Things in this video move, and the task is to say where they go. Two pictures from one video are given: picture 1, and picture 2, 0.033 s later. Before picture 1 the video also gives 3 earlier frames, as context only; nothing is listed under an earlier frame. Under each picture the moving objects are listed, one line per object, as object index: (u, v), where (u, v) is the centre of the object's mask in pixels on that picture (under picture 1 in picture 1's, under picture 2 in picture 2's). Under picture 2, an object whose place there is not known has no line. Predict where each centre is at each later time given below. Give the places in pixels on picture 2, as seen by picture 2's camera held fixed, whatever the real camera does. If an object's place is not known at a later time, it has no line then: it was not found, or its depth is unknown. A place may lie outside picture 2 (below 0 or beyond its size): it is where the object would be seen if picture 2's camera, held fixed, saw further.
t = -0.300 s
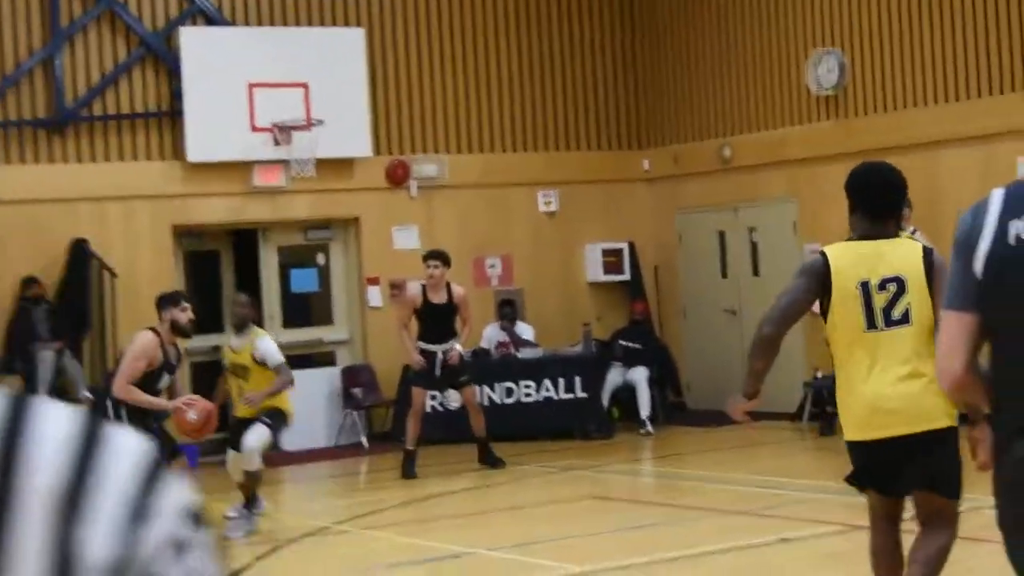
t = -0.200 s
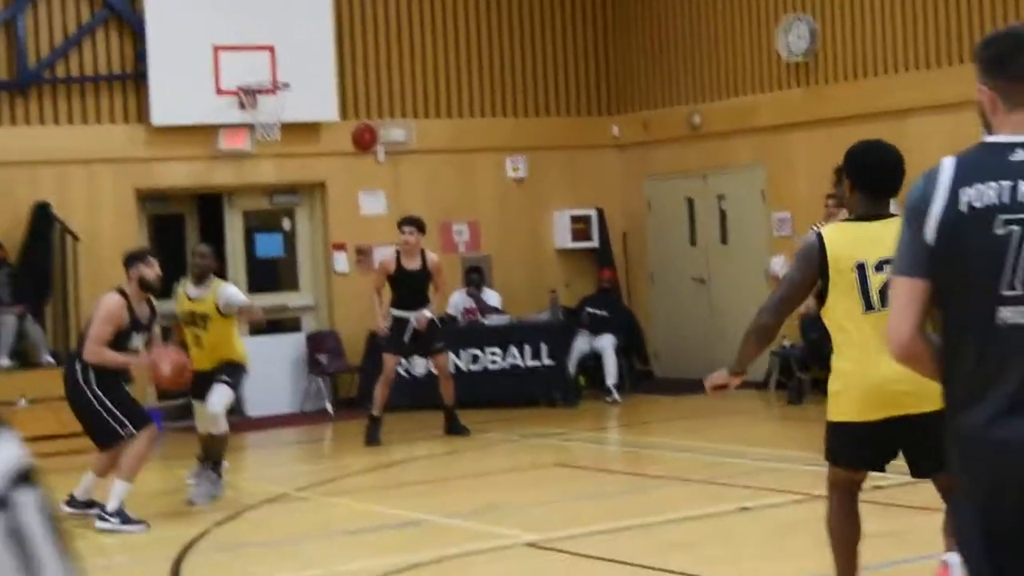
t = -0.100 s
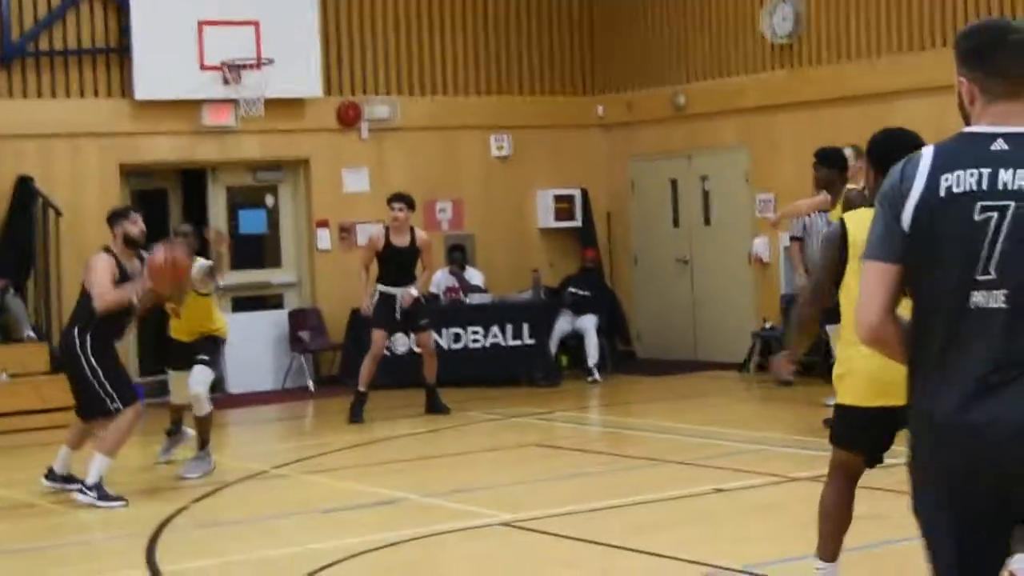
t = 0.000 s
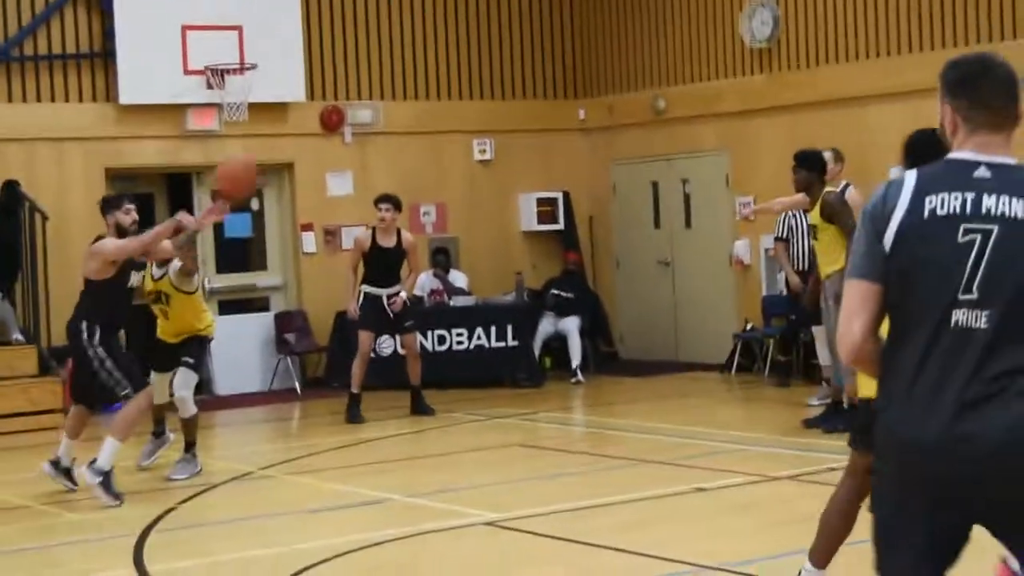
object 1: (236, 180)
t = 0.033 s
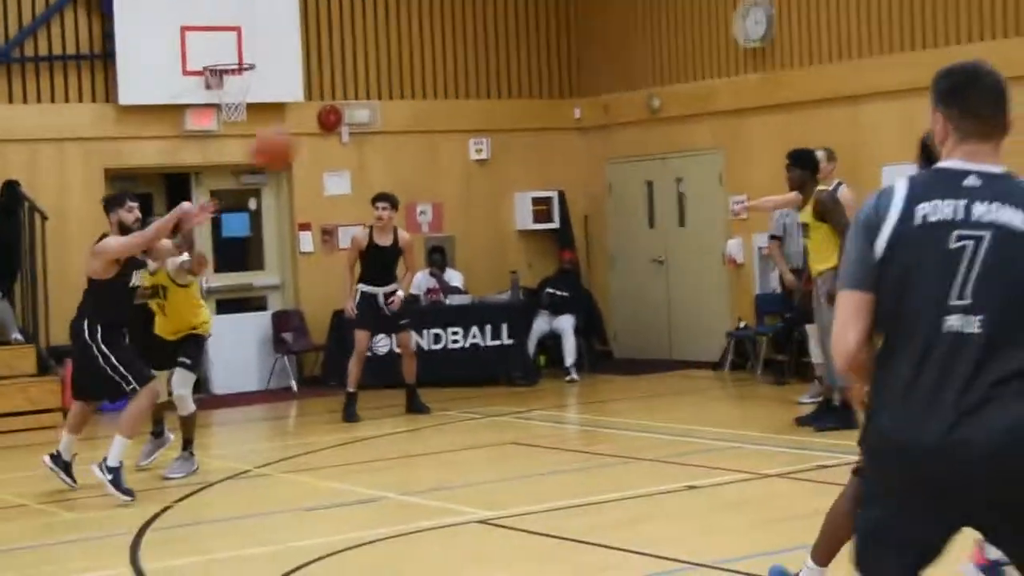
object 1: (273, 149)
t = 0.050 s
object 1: (291, 134)
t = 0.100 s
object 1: (353, 89)
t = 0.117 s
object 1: (373, 77)
